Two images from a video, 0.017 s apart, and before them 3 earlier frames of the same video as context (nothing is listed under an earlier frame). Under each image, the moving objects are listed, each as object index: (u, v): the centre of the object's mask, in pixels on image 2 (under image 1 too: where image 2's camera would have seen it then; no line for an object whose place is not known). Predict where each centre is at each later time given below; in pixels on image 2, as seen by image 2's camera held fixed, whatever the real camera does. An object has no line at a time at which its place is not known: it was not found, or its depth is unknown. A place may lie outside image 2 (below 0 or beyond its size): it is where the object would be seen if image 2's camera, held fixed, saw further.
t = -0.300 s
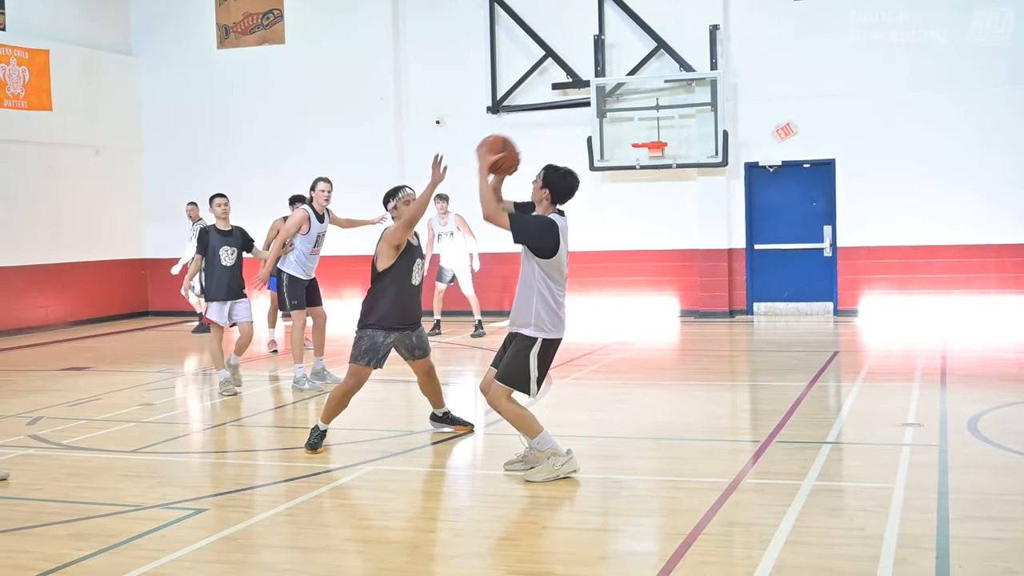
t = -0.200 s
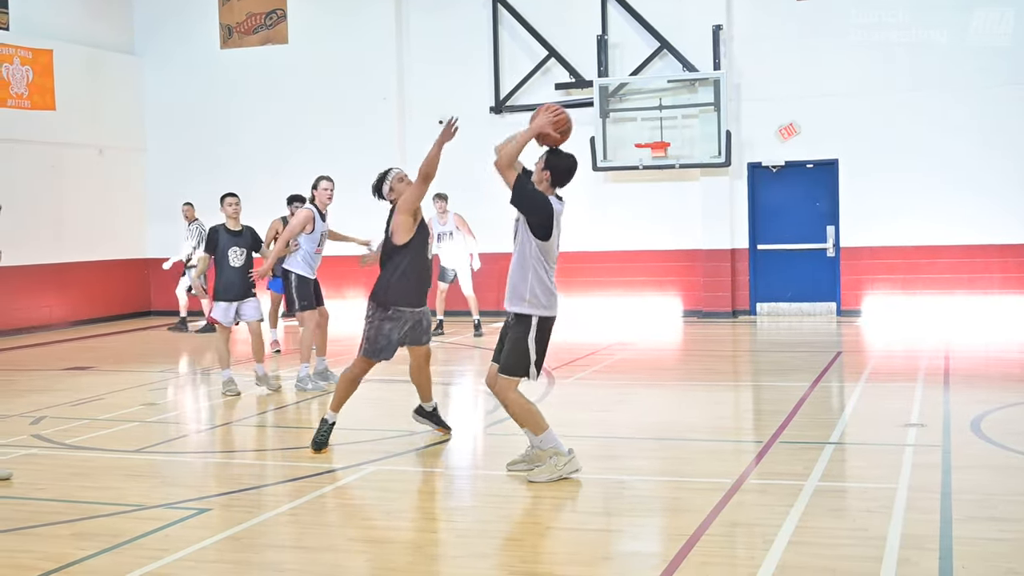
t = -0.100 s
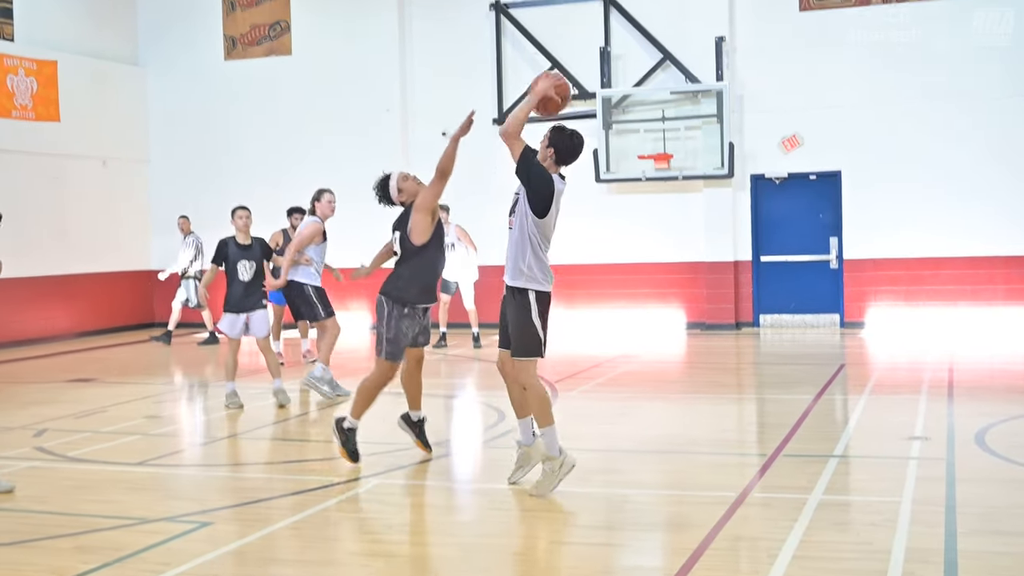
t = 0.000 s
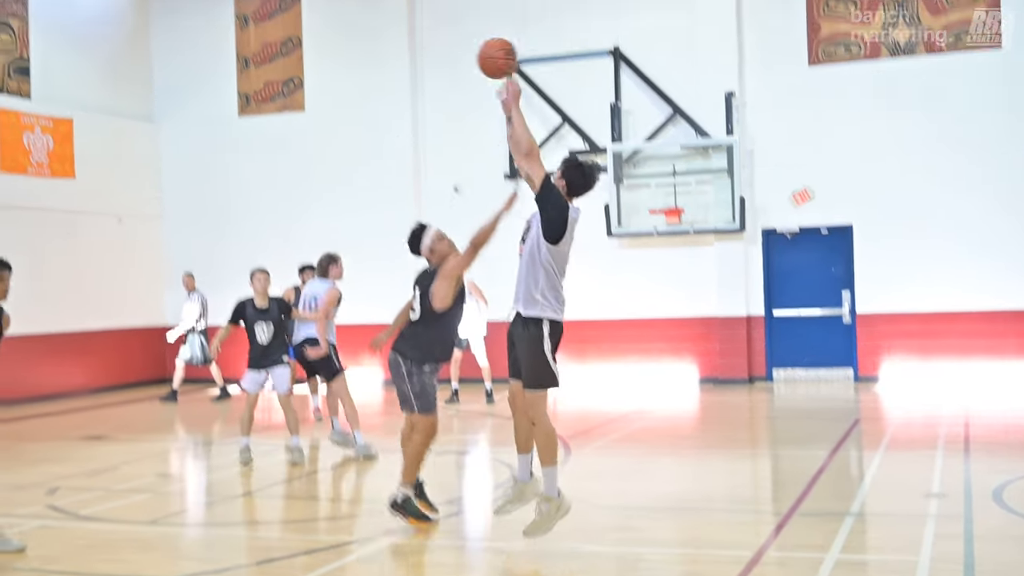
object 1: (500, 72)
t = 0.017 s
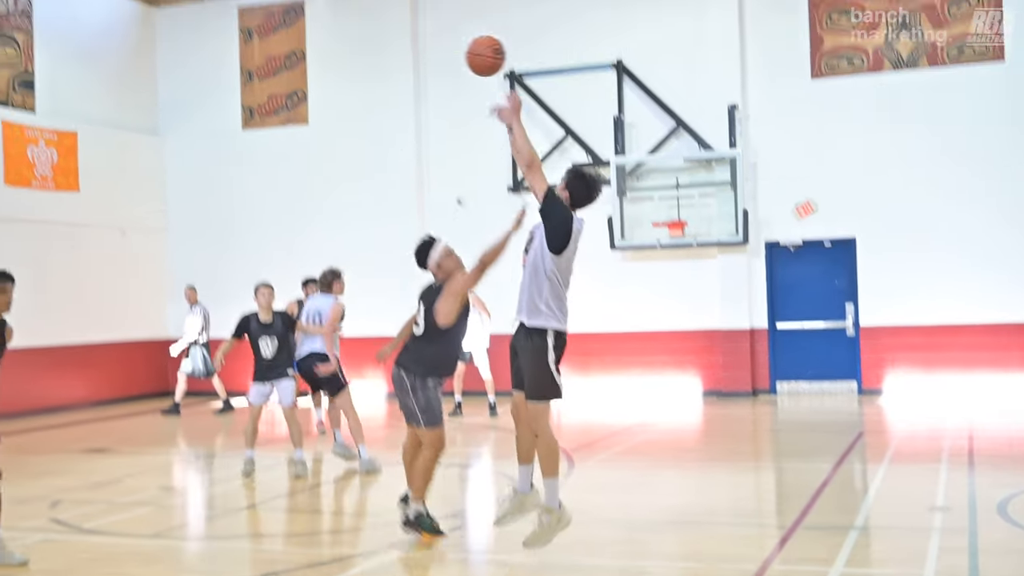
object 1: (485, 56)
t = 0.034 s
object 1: (470, 40)
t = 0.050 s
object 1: (455, 26)
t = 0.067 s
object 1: (442, 13)
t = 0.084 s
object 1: (428, 1)
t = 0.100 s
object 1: (415, -11)
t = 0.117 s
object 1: (401, -22)
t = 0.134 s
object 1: (387, -33)
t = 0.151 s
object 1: (375, -43)
